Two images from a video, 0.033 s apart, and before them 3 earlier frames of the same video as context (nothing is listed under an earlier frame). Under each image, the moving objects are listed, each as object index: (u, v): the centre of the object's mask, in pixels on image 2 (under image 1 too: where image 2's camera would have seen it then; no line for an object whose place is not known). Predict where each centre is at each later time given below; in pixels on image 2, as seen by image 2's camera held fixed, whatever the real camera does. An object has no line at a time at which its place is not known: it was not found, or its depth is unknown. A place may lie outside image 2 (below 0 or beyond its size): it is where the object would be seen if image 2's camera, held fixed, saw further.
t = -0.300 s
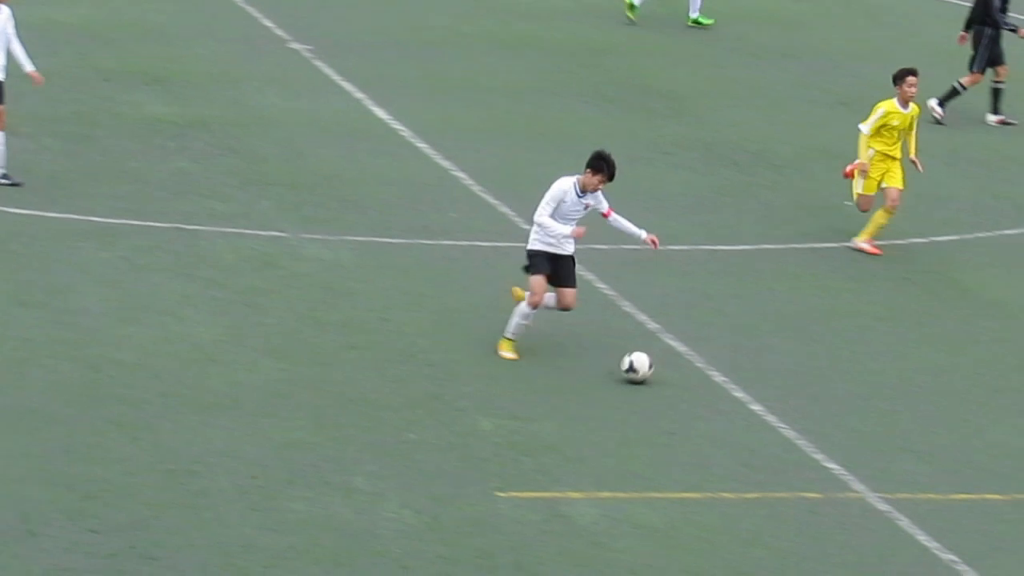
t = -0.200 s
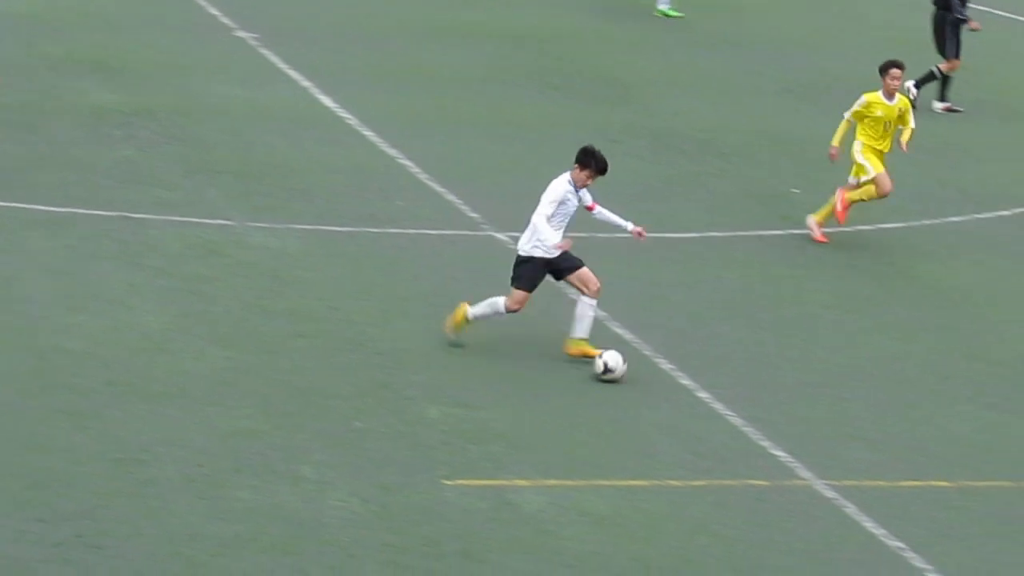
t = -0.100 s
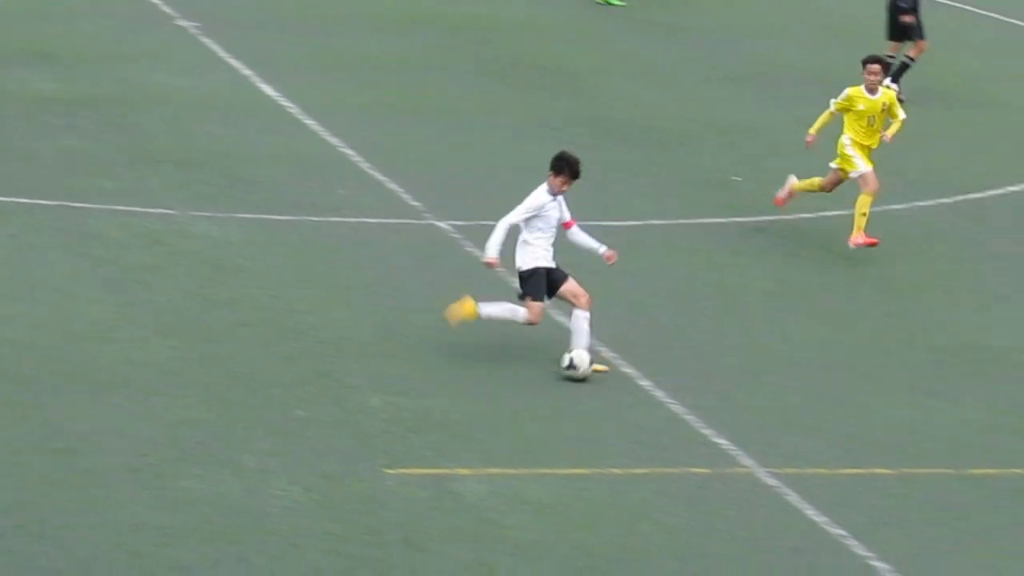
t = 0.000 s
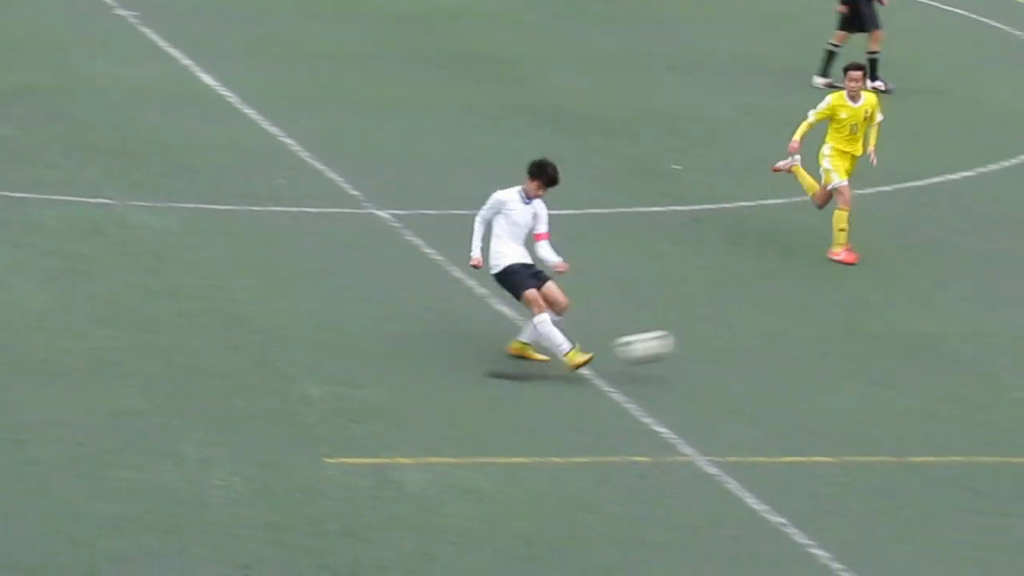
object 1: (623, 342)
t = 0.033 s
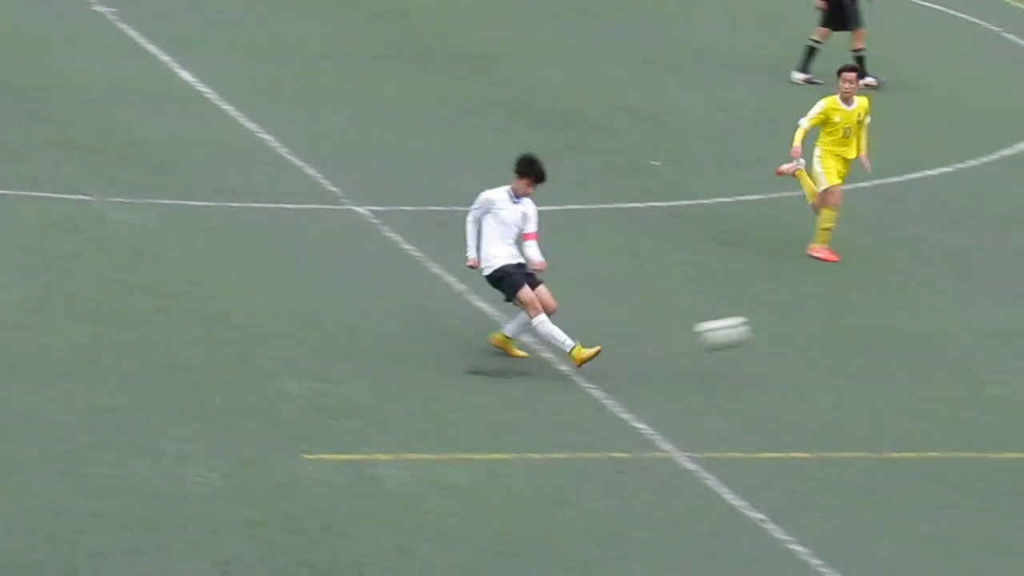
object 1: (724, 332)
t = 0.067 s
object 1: (823, 323)
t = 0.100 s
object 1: (921, 314)
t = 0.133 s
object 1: (1018, 310)
